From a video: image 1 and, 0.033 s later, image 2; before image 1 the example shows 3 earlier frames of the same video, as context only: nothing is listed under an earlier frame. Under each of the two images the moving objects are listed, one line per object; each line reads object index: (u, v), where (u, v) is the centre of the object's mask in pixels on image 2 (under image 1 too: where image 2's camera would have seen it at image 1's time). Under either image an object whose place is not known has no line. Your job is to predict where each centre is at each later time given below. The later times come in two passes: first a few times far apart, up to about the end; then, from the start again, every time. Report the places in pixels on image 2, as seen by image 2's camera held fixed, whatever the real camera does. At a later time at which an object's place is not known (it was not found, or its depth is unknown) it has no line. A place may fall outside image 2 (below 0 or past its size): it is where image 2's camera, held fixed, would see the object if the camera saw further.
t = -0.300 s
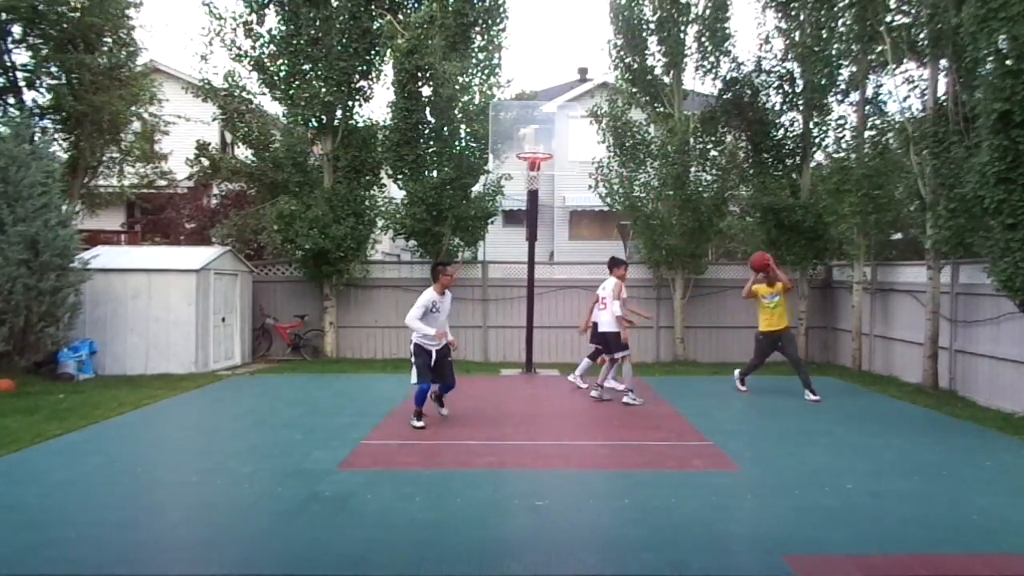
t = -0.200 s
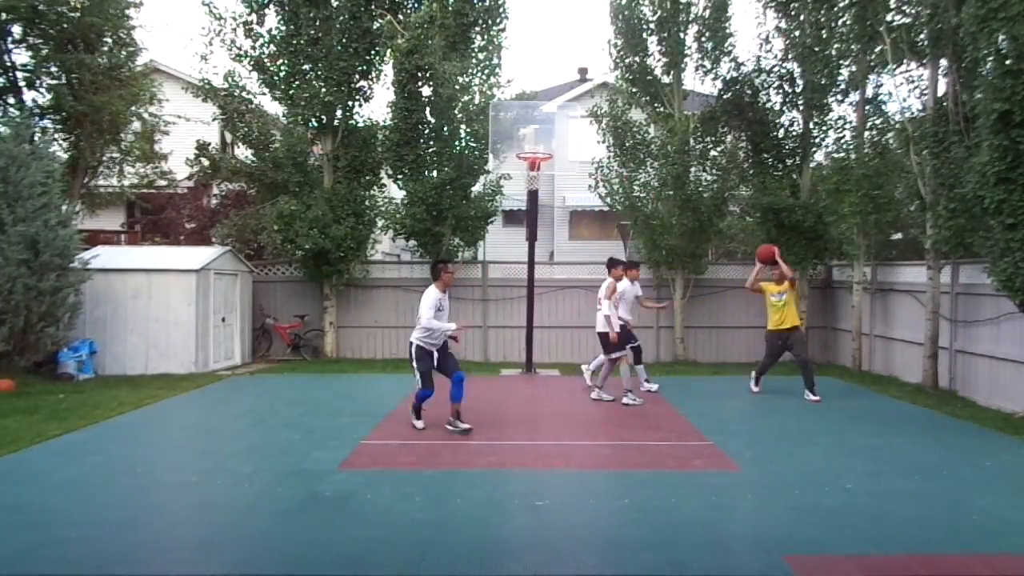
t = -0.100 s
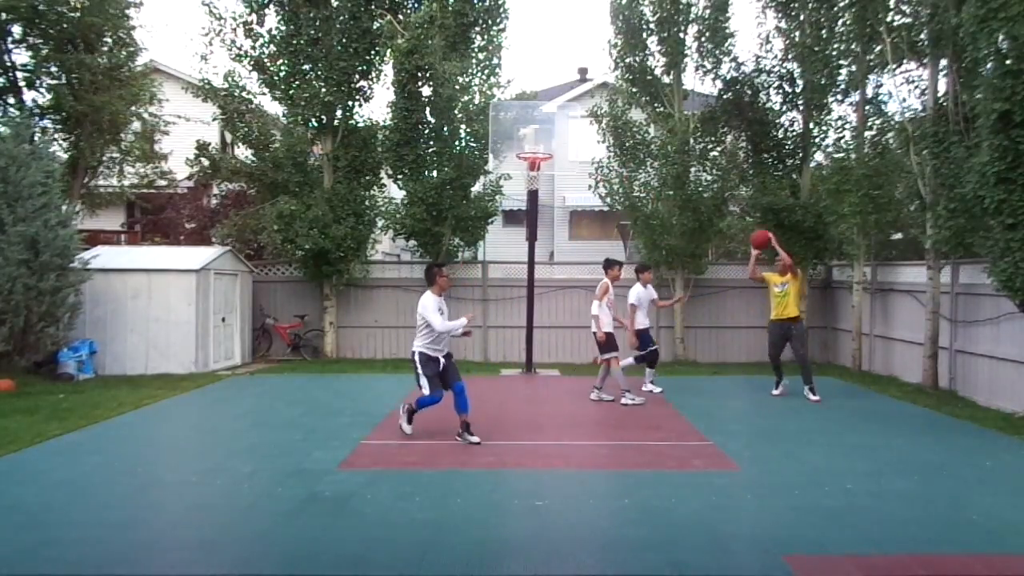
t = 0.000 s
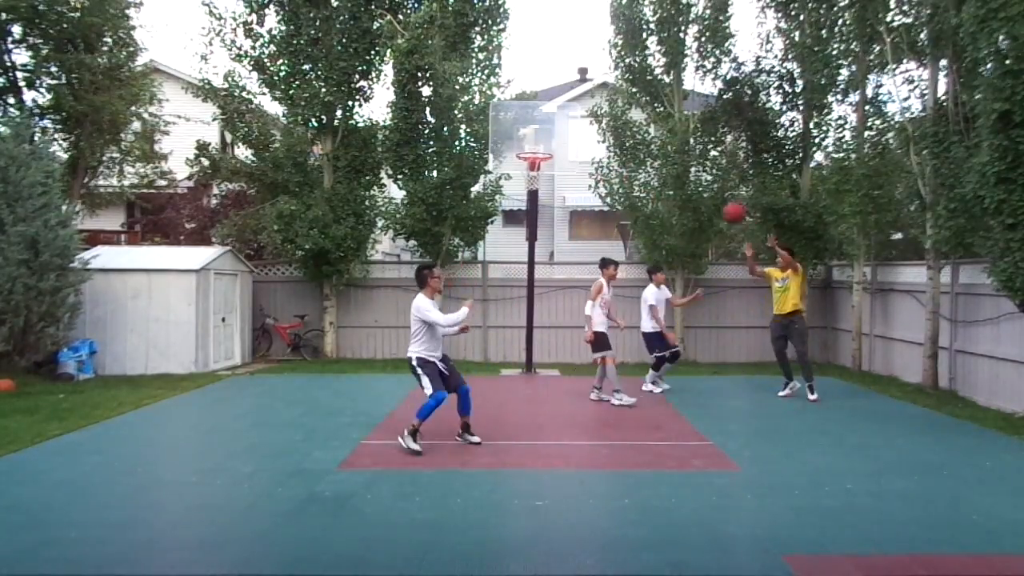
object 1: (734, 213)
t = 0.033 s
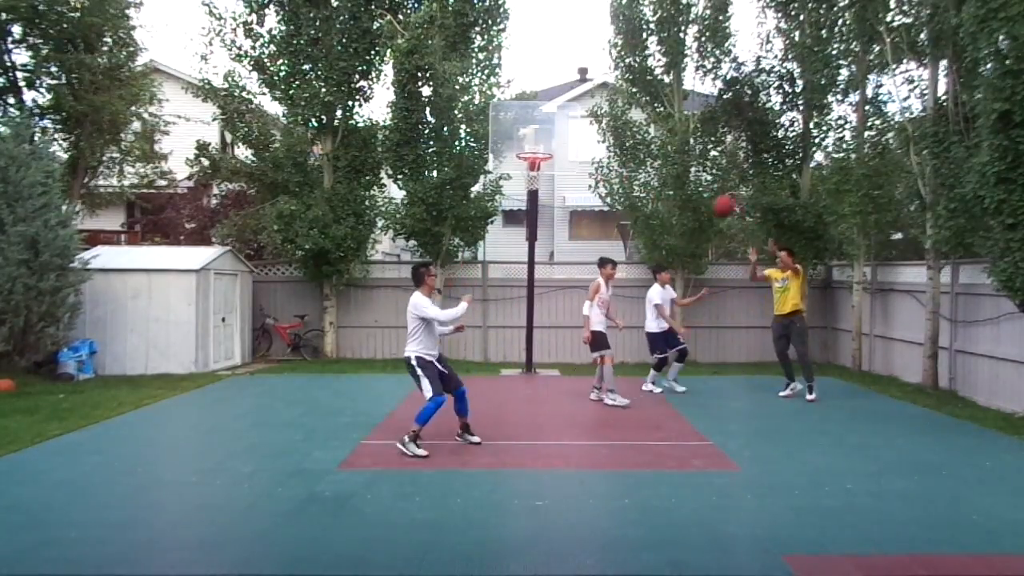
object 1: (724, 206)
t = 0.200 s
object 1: (670, 183)
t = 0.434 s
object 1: (576, 196)
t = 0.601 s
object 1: (494, 249)
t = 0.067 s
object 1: (715, 199)
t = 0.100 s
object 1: (704, 194)
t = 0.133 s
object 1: (692, 190)
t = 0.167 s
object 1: (681, 186)
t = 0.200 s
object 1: (670, 183)
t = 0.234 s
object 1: (658, 181)
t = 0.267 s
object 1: (646, 181)
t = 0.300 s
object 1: (633, 181)
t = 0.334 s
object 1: (620, 183)
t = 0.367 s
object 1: (605, 186)
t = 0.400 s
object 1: (591, 190)
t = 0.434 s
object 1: (576, 196)
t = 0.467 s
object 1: (561, 204)
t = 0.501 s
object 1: (544, 213)
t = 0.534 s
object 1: (528, 222)
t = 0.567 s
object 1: (512, 234)
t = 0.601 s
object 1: (494, 249)
